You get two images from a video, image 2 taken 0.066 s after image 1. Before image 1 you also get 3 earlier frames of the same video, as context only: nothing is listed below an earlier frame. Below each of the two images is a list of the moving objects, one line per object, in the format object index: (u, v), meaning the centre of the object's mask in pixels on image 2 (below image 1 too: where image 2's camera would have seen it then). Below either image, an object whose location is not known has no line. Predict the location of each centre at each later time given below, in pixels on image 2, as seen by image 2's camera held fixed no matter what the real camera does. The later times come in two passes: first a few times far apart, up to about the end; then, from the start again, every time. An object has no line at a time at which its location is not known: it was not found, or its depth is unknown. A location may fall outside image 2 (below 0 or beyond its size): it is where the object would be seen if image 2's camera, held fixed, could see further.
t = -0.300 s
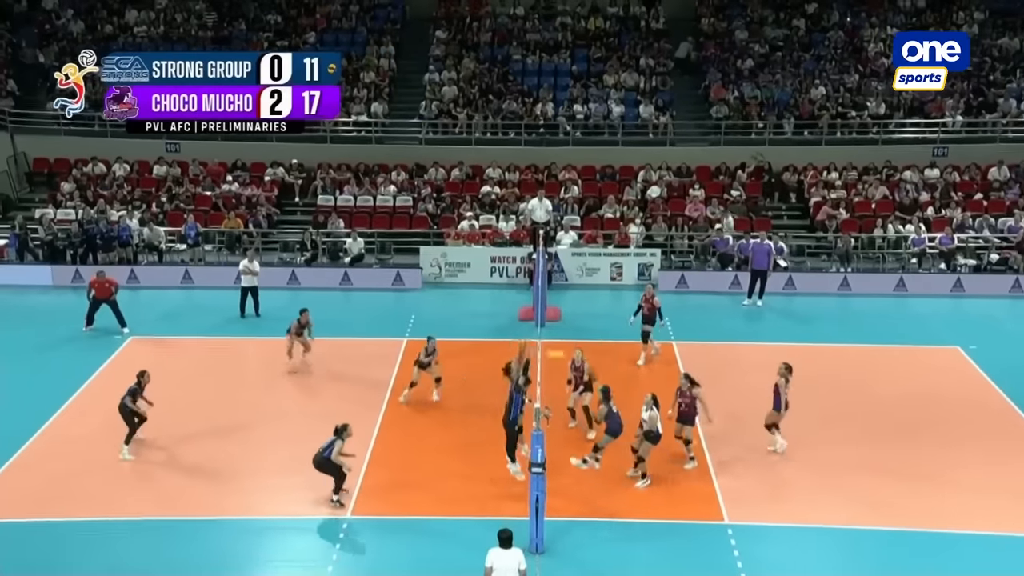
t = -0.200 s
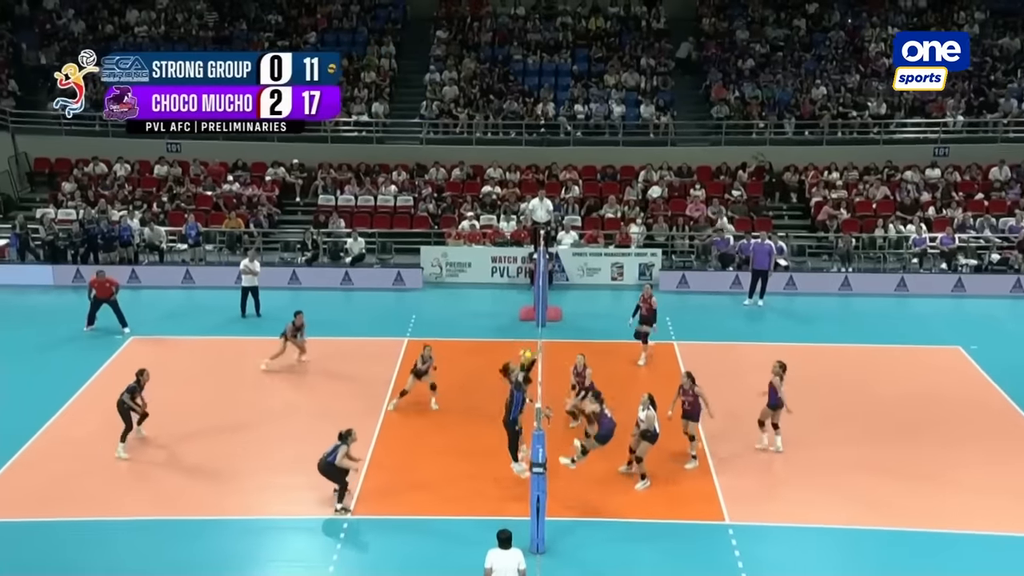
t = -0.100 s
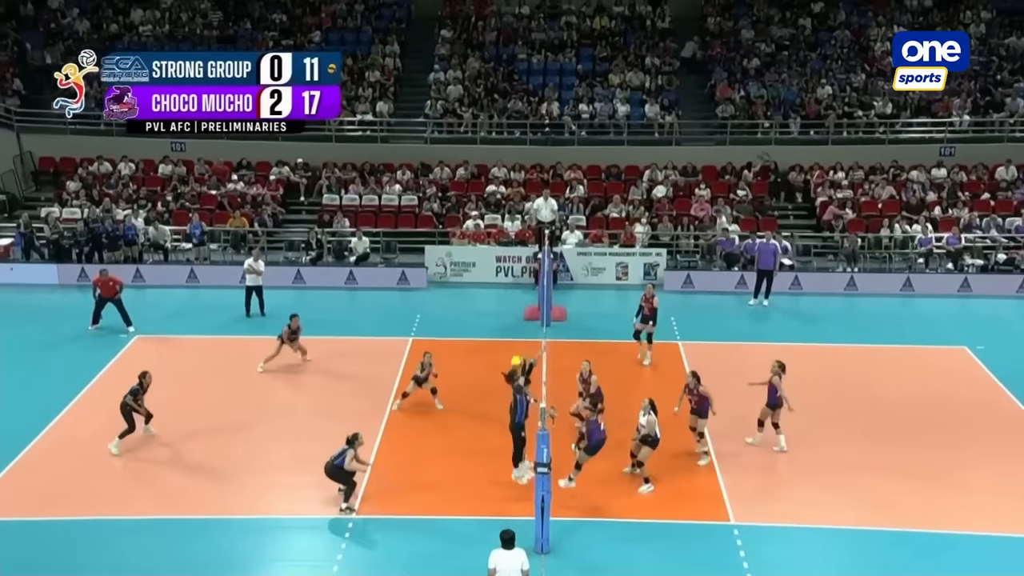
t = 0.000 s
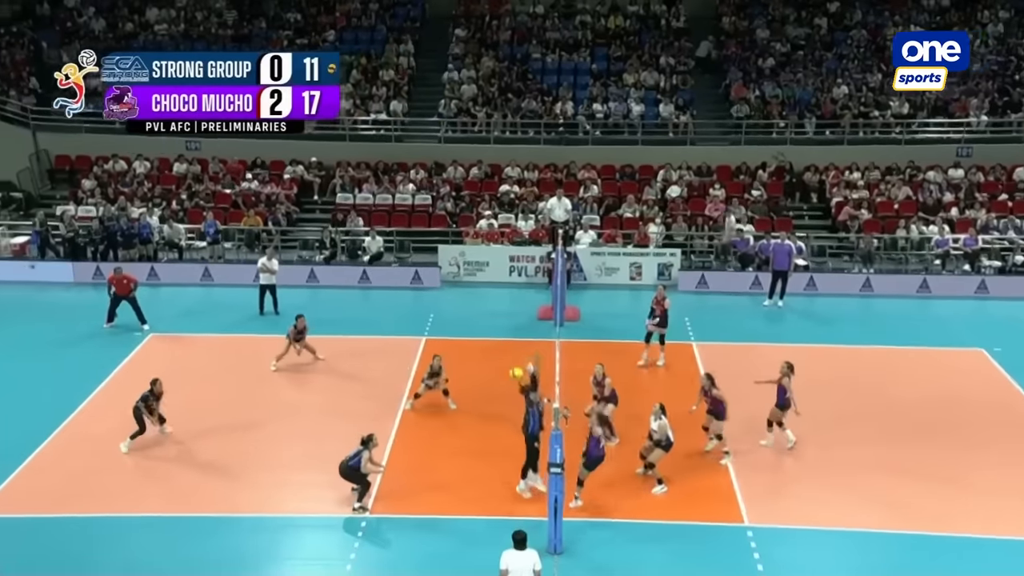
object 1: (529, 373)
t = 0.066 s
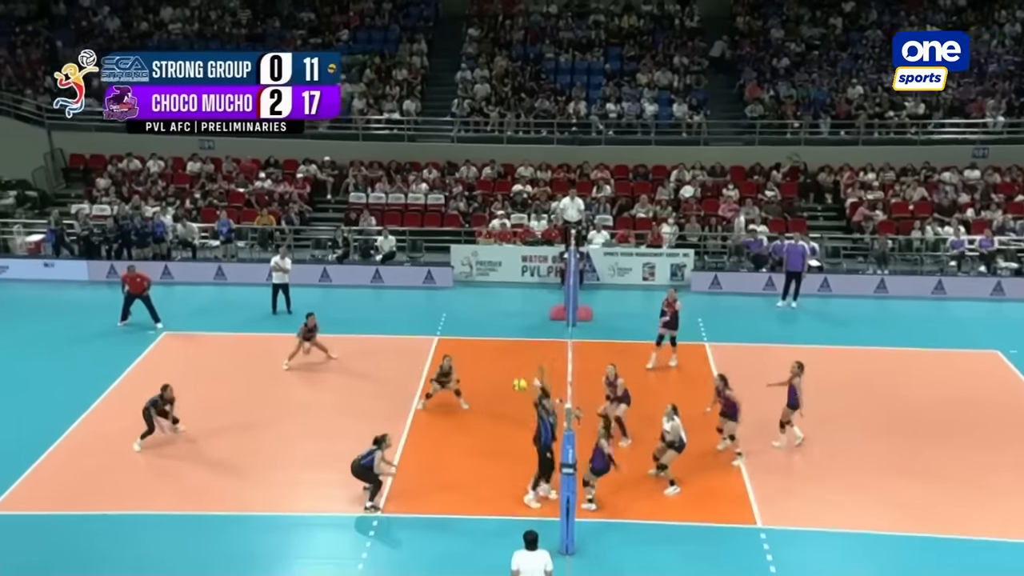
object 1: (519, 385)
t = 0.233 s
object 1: (495, 425)
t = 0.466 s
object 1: (463, 514)
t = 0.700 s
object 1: (439, 553)
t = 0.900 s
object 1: (430, 522)
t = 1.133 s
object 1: (418, 520)
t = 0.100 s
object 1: (515, 391)
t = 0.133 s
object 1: (509, 397)
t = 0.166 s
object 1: (506, 407)
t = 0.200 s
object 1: (500, 416)
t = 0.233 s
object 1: (495, 425)
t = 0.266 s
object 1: (491, 435)
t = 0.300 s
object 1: (486, 446)
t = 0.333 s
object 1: (482, 458)
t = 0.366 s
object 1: (476, 471)
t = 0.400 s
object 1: (471, 484)
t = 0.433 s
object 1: (466, 499)
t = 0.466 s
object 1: (463, 514)
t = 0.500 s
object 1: (458, 527)
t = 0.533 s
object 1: (453, 545)
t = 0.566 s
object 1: (450, 561)
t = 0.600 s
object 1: (444, 572)
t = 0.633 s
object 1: (442, 569)
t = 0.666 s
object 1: (441, 560)
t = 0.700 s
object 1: (439, 553)
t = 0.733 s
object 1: (438, 547)
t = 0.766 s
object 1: (436, 541)
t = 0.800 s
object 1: (434, 534)
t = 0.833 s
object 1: (433, 531)
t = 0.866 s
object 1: (431, 527)
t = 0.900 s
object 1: (430, 522)
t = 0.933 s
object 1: (427, 521)
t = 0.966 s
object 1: (427, 519)
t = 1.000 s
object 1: (425, 518)
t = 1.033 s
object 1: (423, 517)
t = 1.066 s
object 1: (421, 517)
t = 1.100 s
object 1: (419, 518)
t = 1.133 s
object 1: (418, 520)
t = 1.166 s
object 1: (417, 522)
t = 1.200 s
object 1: (414, 526)
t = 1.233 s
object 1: (413, 531)
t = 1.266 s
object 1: (412, 535)
